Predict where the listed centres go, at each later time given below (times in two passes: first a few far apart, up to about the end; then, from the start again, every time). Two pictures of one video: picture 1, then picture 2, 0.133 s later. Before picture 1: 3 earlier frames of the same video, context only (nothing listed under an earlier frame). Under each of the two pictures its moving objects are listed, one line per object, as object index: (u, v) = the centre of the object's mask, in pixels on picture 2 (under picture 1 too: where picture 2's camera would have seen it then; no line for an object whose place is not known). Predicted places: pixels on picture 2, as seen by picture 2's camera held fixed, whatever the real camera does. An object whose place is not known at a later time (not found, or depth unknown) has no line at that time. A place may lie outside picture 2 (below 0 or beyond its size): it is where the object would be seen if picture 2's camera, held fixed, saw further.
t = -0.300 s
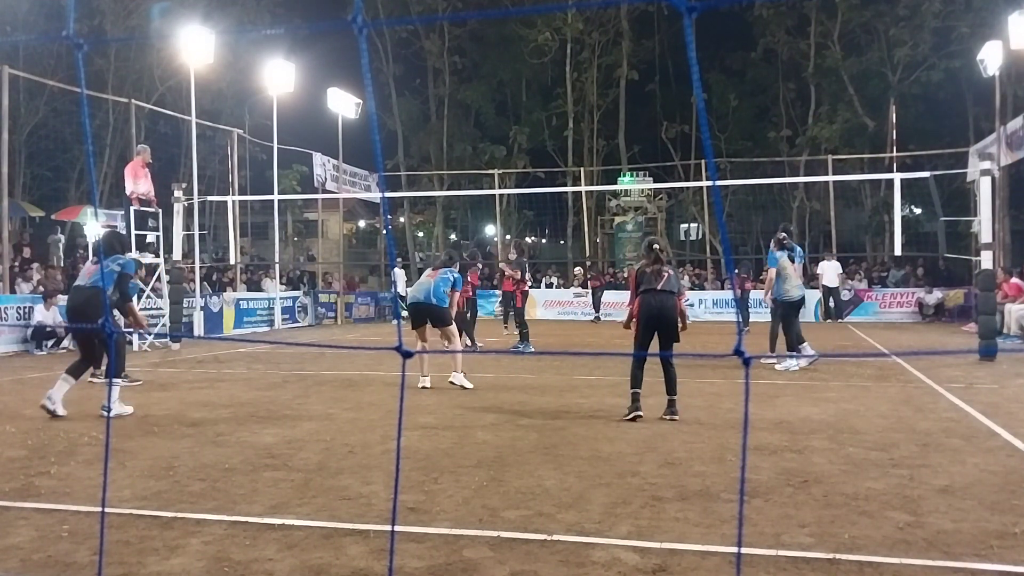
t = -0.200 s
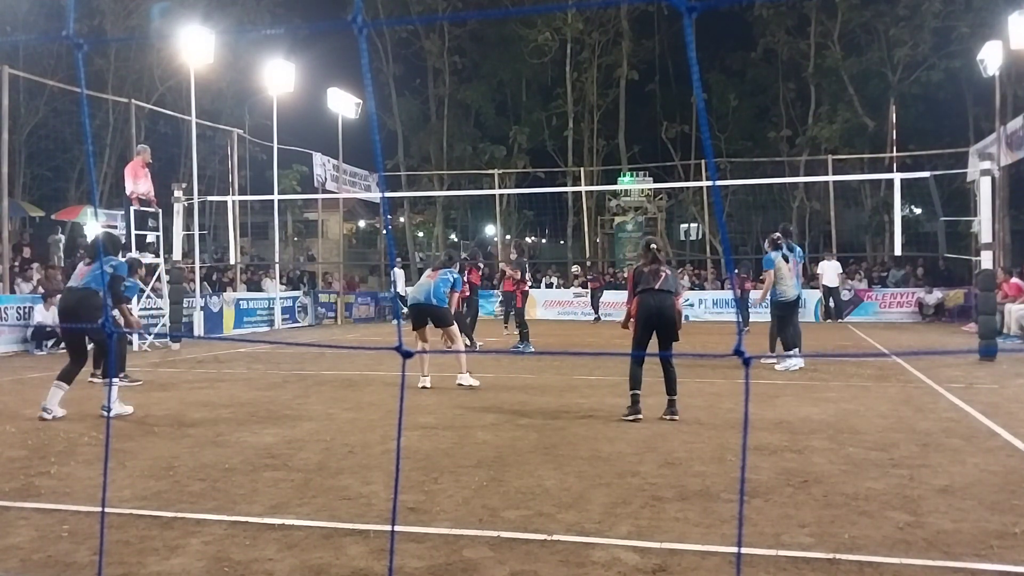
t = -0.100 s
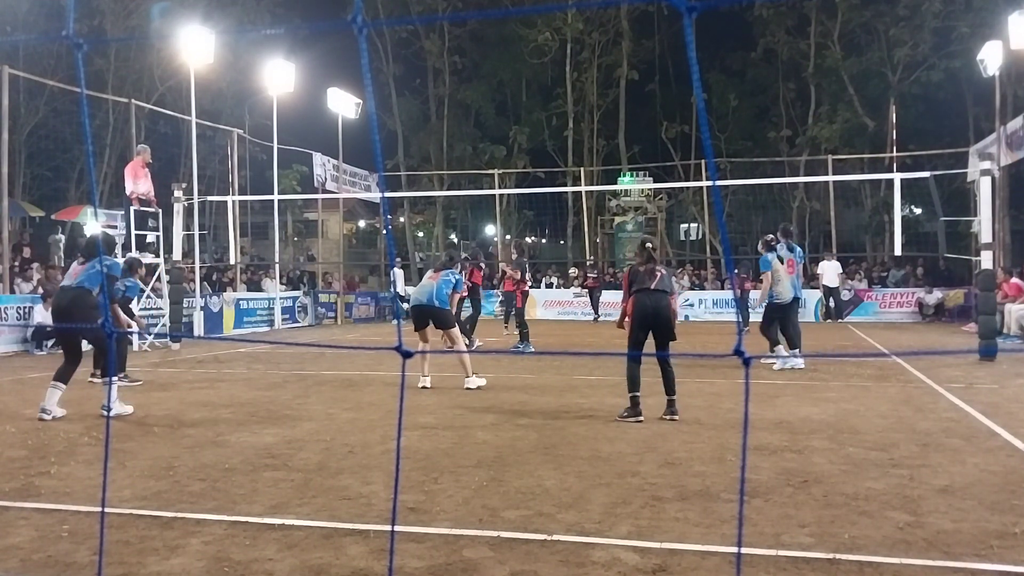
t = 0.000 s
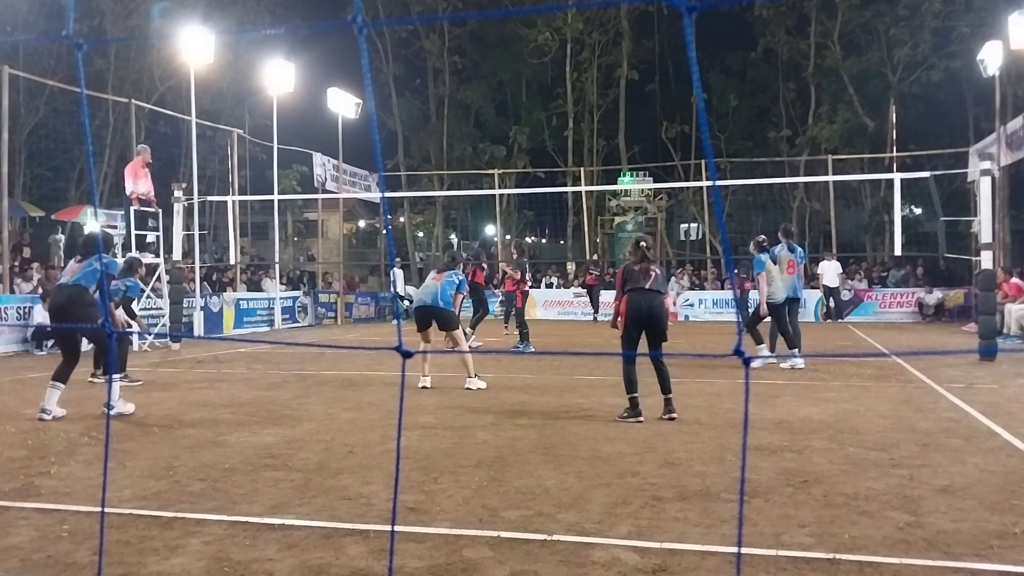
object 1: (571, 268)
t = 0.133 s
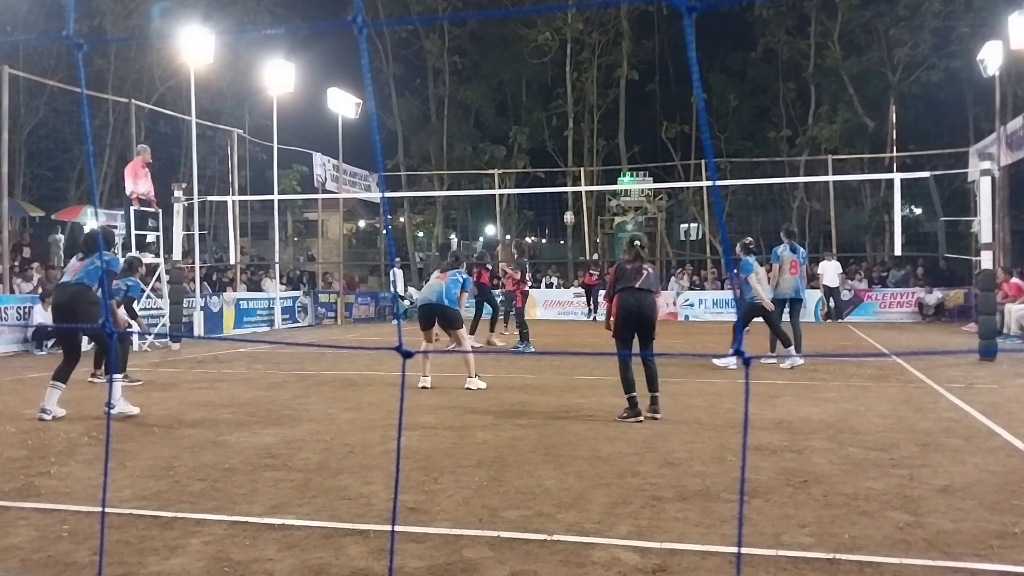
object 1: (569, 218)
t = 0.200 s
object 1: (567, 195)
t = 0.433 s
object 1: (567, 120)
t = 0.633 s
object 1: (565, 71)
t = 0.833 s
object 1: (563, 40)
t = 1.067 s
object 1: (564, 37)
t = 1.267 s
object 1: (567, 74)
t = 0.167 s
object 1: (568, 205)
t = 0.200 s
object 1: (567, 195)
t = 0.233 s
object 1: (567, 181)
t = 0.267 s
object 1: (567, 172)
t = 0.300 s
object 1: (567, 160)
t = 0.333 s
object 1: (566, 150)
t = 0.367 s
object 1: (567, 140)
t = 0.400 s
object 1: (567, 129)
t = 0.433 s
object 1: (567, 120)
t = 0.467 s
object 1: (567, 111)
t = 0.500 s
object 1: (566, 102)
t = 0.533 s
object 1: (566, 94)
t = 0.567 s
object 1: (566, 86)
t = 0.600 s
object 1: (565, 78)
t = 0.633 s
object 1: (565, 71)
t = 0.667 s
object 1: (565, 64)
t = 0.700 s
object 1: (564, 58)
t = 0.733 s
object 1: (564, 52)
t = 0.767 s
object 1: (564, 48)
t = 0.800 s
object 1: (563, 43)
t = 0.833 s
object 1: (563, 40)
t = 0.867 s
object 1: (563, 37)
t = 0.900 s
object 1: (563, 35)
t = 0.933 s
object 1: (563, 34)
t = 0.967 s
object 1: (563, 33)
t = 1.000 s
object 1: (563, 33)
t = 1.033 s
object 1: (564, 35)
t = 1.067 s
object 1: (564, 37)
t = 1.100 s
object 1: (564, 40)
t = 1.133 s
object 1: (565, 45)
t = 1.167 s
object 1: (565, 50)
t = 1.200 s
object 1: (566, 57)
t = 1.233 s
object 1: (567, 66)
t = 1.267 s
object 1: (567, 74)
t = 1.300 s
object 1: (568, 85)
